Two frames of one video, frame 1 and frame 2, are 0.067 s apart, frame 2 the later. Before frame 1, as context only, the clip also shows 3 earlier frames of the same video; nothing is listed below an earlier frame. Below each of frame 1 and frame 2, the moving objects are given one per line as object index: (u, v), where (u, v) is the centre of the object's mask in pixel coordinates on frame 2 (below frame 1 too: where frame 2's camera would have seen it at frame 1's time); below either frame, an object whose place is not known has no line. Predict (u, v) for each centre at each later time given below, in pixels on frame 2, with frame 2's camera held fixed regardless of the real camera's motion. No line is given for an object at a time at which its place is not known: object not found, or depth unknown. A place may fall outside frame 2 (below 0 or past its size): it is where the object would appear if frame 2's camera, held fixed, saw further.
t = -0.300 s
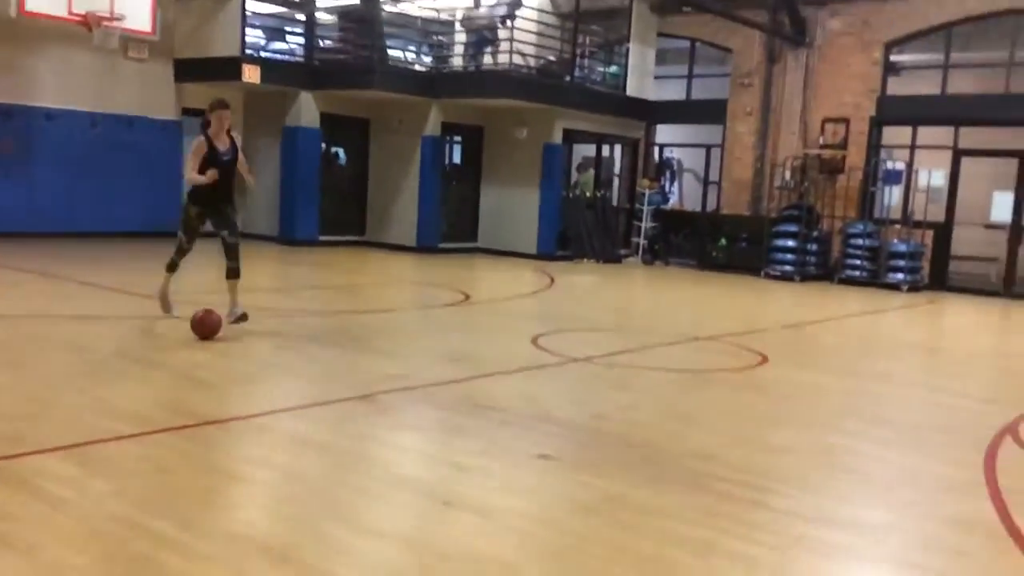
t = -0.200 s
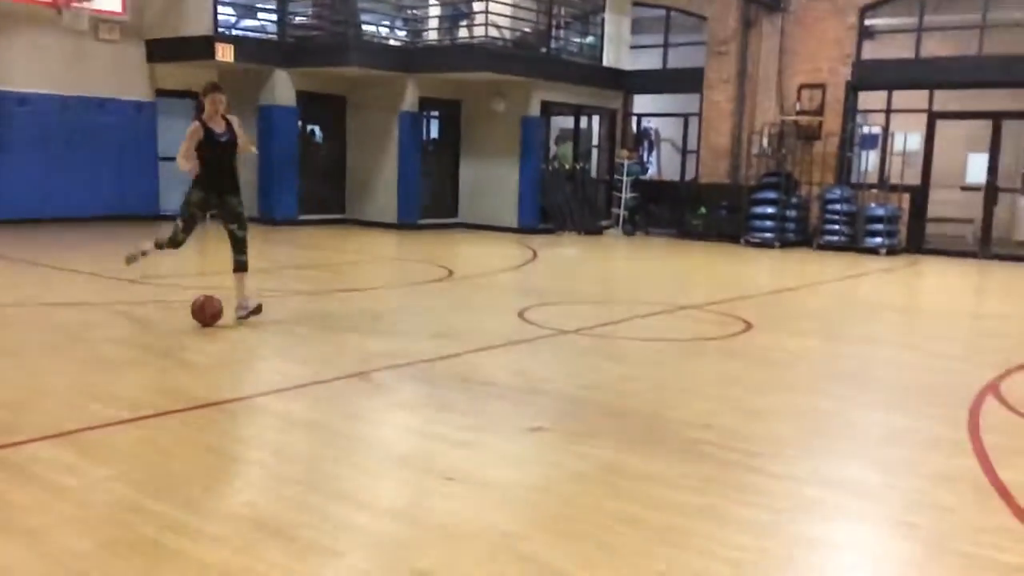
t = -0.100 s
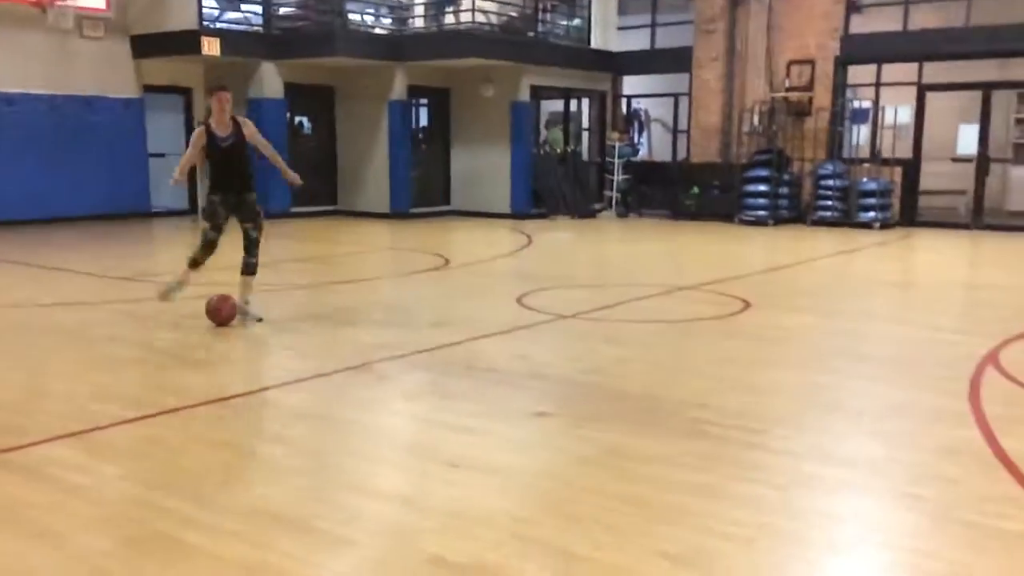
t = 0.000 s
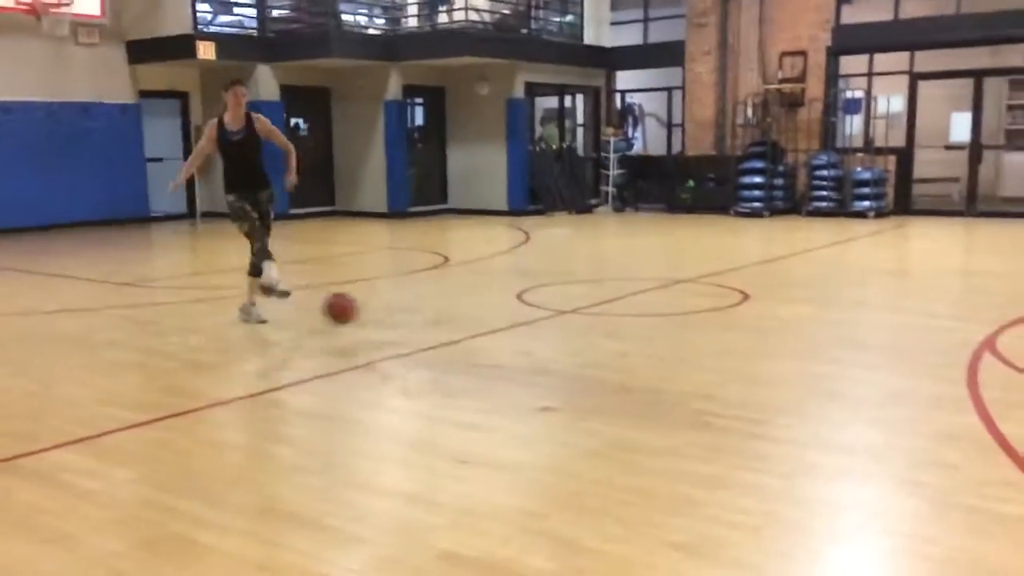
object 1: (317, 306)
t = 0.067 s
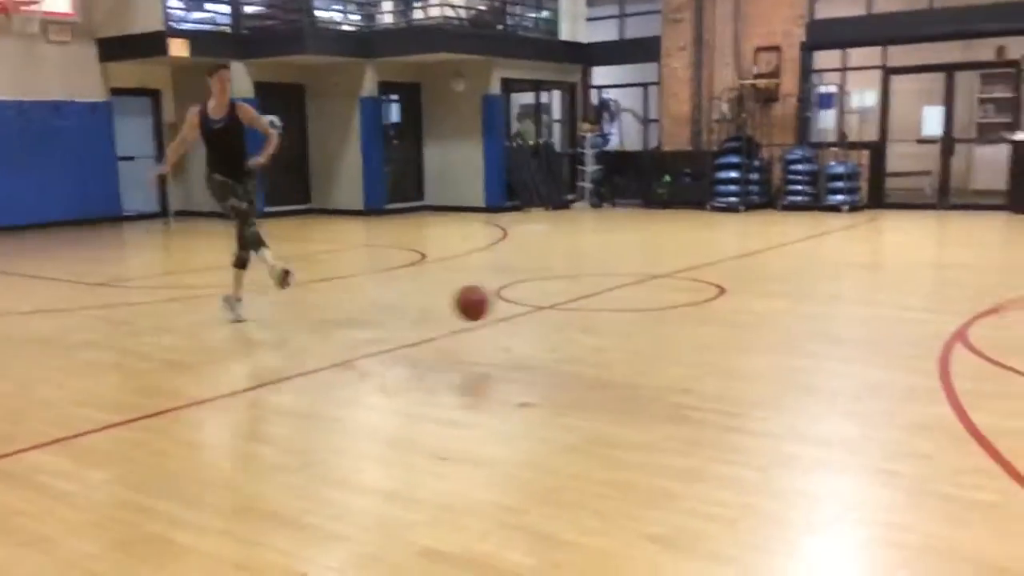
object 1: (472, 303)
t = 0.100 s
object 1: (562, 304)
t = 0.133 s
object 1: (660, 308)
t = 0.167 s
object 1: (772, 316)
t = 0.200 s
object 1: (895, 326)
